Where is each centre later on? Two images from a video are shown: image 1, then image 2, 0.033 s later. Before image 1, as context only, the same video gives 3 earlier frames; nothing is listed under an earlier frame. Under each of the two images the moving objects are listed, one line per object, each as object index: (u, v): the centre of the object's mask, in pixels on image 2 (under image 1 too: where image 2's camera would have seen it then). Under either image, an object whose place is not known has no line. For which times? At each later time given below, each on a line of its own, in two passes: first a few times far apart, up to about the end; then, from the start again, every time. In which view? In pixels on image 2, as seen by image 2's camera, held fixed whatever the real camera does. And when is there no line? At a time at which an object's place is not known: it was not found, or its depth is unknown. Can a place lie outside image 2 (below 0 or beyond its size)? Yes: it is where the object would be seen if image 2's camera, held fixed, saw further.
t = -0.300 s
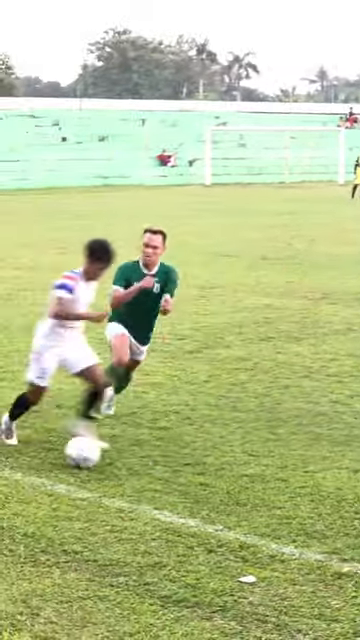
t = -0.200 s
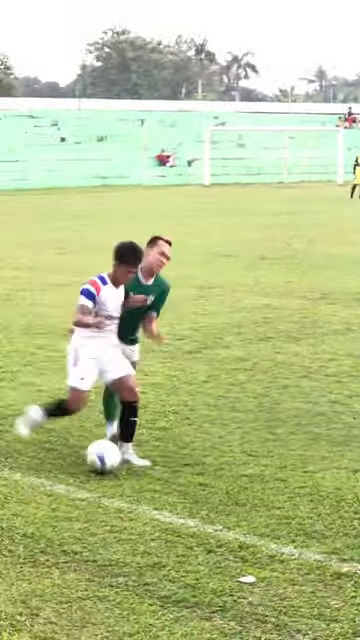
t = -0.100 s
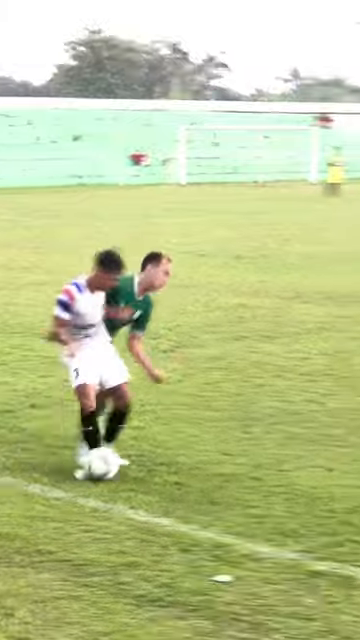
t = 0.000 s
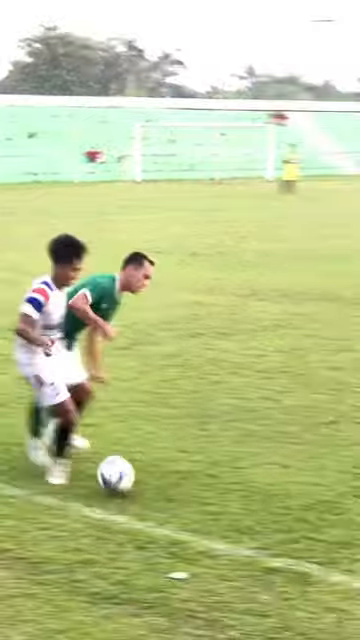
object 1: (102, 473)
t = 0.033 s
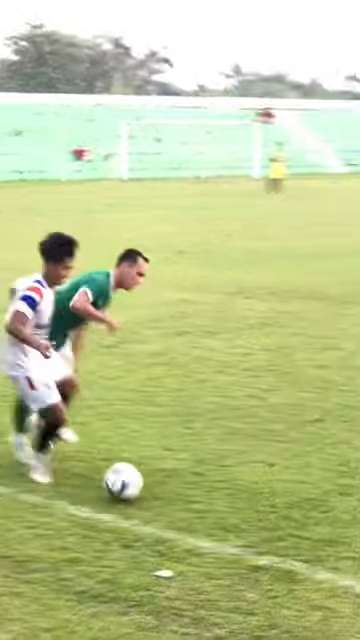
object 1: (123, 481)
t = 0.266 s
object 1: (255, 523)
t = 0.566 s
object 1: (407, 574)
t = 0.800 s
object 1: (536, 623)
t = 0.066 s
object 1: (144, 491)
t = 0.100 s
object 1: (164, 497)
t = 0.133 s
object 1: (180, 498)
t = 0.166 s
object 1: (198, 502)
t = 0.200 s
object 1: (218, 507)
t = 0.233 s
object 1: (236, 514)
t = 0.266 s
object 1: (255, 523)
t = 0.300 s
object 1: (273, 531)
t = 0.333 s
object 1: (287, 530)
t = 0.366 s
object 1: (302, 530)
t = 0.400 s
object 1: (318, 532)
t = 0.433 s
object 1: (334, 537)
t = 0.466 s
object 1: (350, 545)
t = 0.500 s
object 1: (369, 559)
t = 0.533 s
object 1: (387, 569)
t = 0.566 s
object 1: (407, 574)
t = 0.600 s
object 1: (427, 577)
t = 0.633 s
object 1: (445, 582)
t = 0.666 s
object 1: (465, 592)
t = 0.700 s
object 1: (484, 602)
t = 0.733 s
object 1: (502, 608)
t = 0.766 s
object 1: (520, 613)
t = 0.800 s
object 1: (536, 623)
